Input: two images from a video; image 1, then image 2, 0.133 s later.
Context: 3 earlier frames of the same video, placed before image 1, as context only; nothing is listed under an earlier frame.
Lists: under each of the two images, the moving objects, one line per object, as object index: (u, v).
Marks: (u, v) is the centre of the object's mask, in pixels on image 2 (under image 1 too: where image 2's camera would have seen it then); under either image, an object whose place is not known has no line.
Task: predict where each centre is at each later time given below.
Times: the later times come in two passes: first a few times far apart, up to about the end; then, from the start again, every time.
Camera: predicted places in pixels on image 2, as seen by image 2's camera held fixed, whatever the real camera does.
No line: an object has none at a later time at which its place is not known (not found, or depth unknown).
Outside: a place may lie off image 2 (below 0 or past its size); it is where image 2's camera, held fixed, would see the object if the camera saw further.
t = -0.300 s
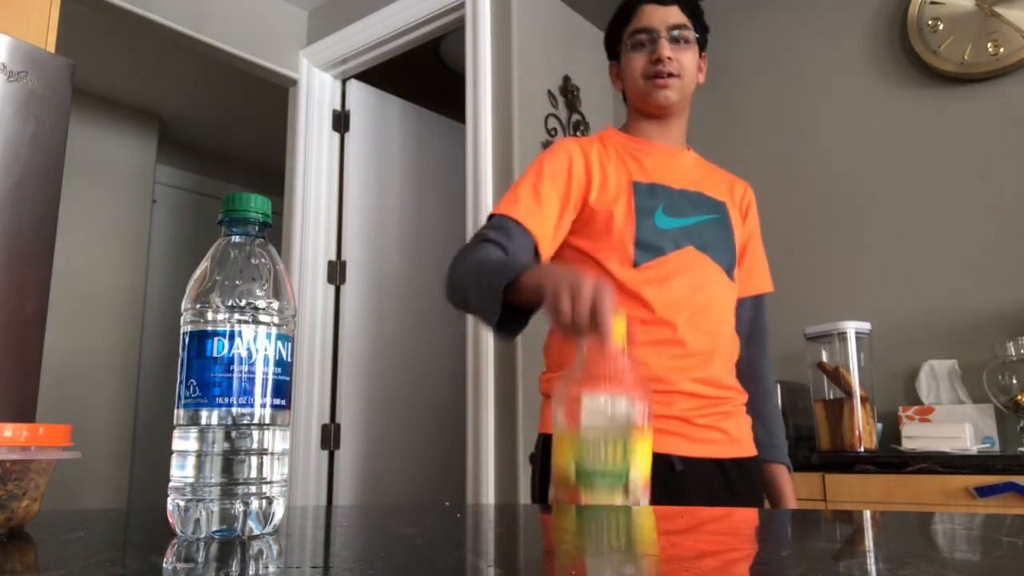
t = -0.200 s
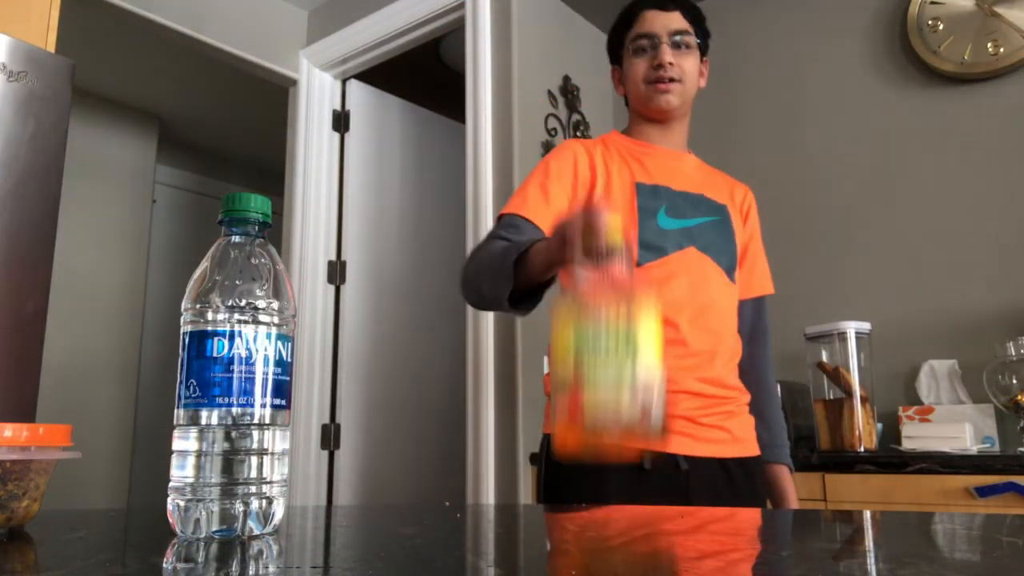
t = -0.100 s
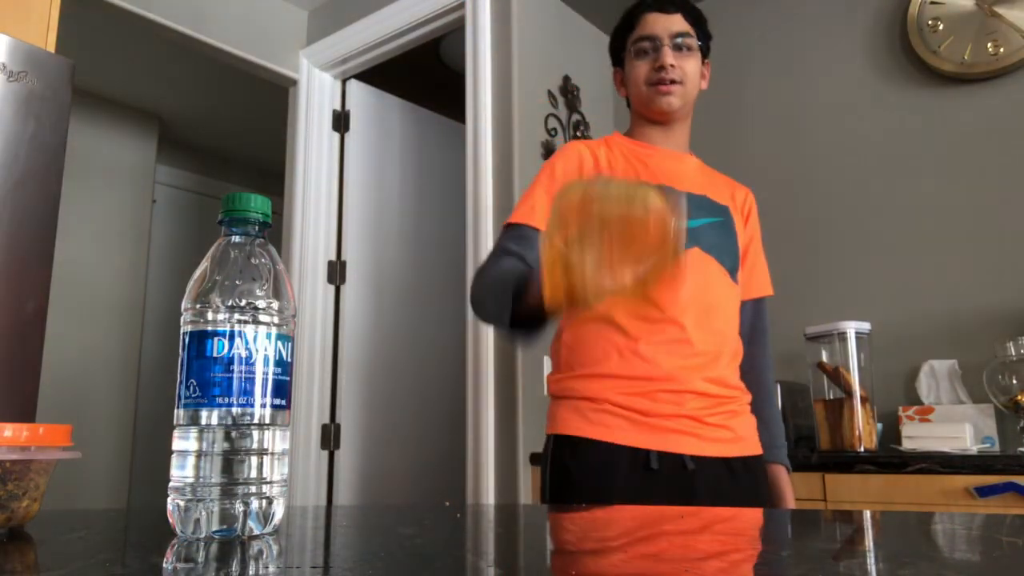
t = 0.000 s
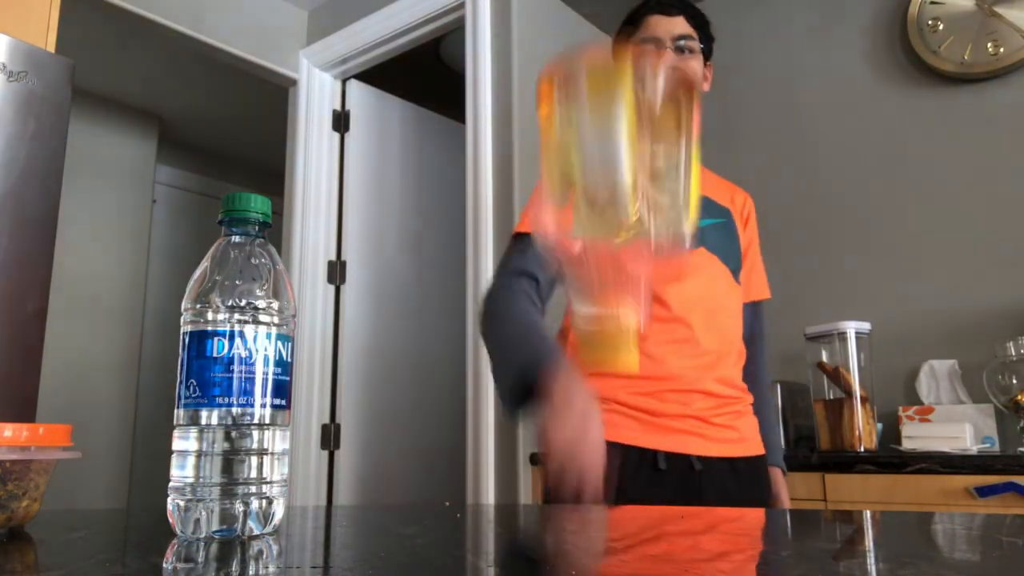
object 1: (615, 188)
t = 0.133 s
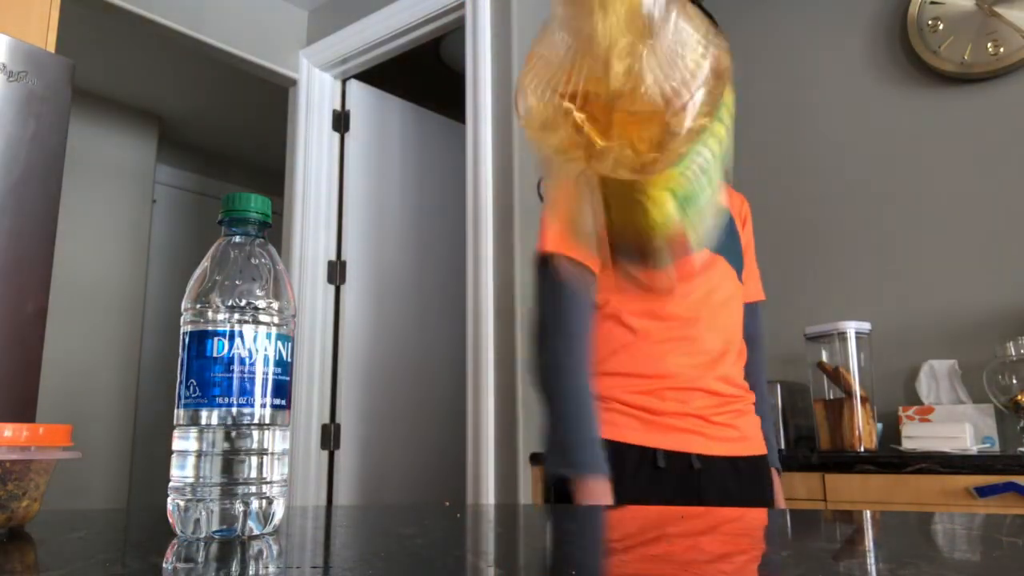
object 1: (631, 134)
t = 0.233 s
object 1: (646, 306)
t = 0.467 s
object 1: (668, 334)
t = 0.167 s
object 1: (634, 179)
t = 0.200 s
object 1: (642, 246)
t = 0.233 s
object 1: (646, 306)
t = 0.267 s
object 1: (641, 331)
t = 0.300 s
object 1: (646, 339)
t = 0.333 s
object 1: (651, 351)
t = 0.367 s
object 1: (655, 346)
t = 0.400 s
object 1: (660, 340)
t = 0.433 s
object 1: (665, 337)
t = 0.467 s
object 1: (668, 334)
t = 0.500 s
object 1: (670, 332)
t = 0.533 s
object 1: (670, 329)
